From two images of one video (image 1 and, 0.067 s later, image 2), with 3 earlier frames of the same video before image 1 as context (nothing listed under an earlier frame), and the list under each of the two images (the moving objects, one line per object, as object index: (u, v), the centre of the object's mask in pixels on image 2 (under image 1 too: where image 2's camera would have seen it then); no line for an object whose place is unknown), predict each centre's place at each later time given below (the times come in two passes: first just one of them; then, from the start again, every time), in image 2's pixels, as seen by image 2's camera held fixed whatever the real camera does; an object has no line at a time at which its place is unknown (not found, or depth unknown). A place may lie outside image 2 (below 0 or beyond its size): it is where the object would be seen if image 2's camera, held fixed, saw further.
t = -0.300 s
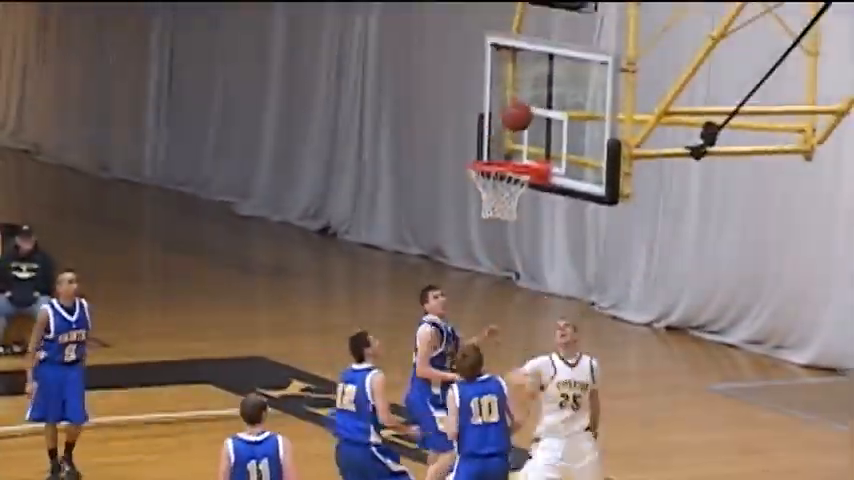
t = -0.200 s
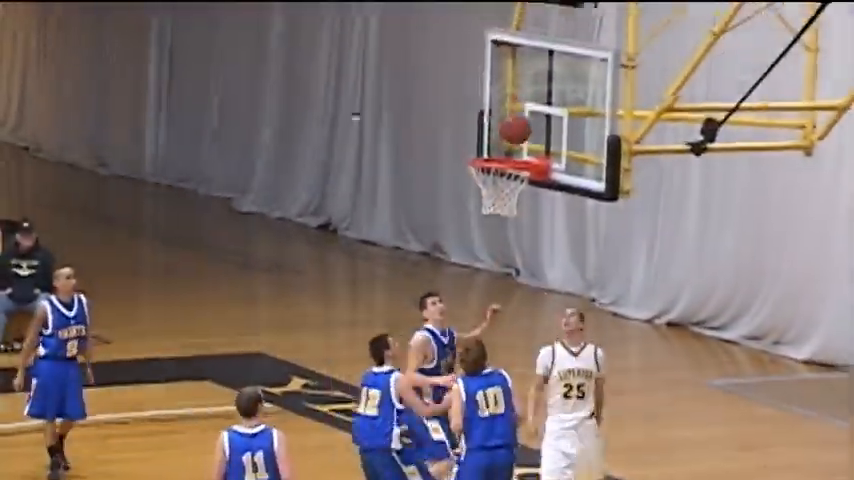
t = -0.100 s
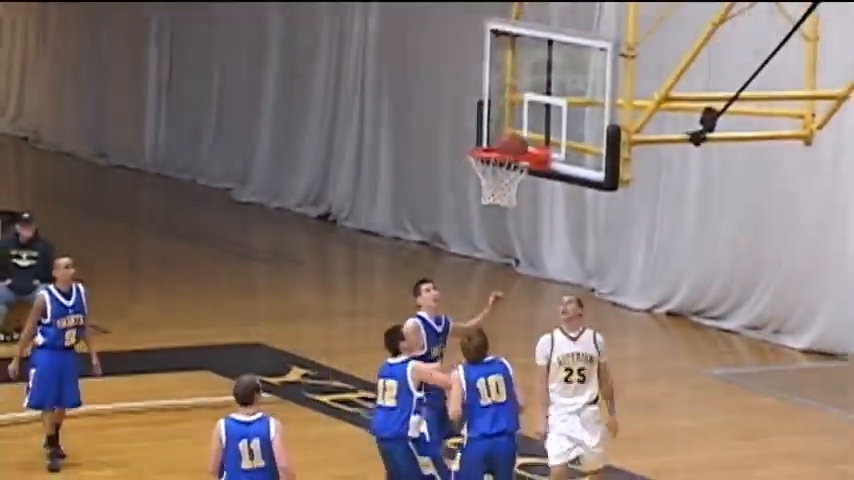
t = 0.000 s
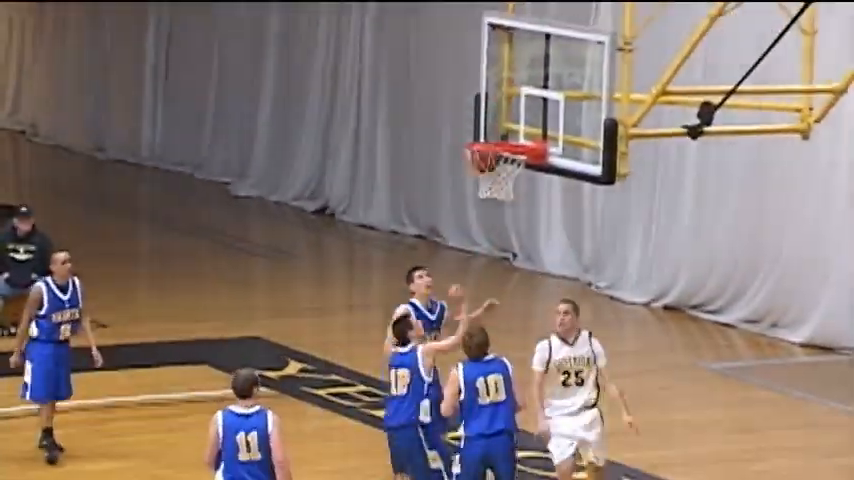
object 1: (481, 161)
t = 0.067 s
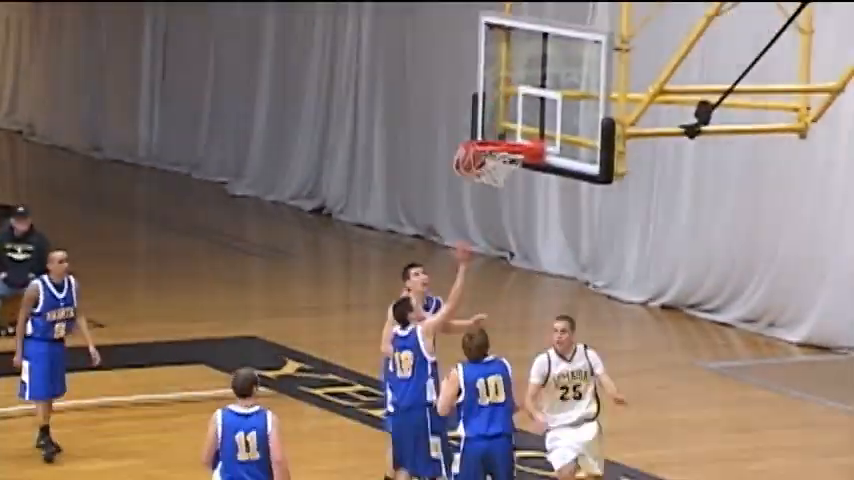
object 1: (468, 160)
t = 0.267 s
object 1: (480, 162)
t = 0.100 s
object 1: (470, 160)
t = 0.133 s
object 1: (470, 159)
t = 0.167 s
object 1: (471, 159)
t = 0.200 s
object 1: (473, 159)
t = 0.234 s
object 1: (477, 161)
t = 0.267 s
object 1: (480, 162)
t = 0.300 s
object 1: (479, 163)
